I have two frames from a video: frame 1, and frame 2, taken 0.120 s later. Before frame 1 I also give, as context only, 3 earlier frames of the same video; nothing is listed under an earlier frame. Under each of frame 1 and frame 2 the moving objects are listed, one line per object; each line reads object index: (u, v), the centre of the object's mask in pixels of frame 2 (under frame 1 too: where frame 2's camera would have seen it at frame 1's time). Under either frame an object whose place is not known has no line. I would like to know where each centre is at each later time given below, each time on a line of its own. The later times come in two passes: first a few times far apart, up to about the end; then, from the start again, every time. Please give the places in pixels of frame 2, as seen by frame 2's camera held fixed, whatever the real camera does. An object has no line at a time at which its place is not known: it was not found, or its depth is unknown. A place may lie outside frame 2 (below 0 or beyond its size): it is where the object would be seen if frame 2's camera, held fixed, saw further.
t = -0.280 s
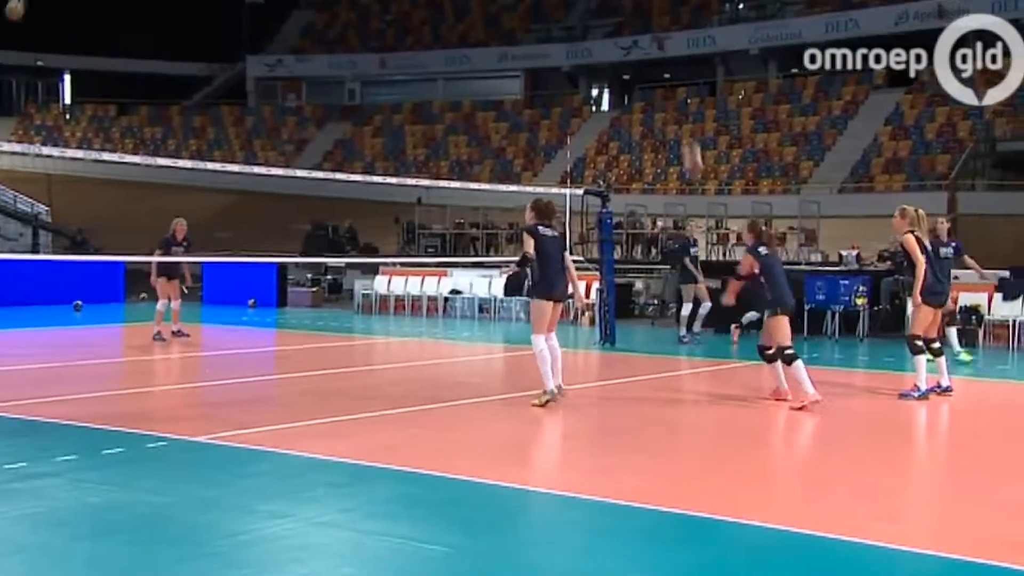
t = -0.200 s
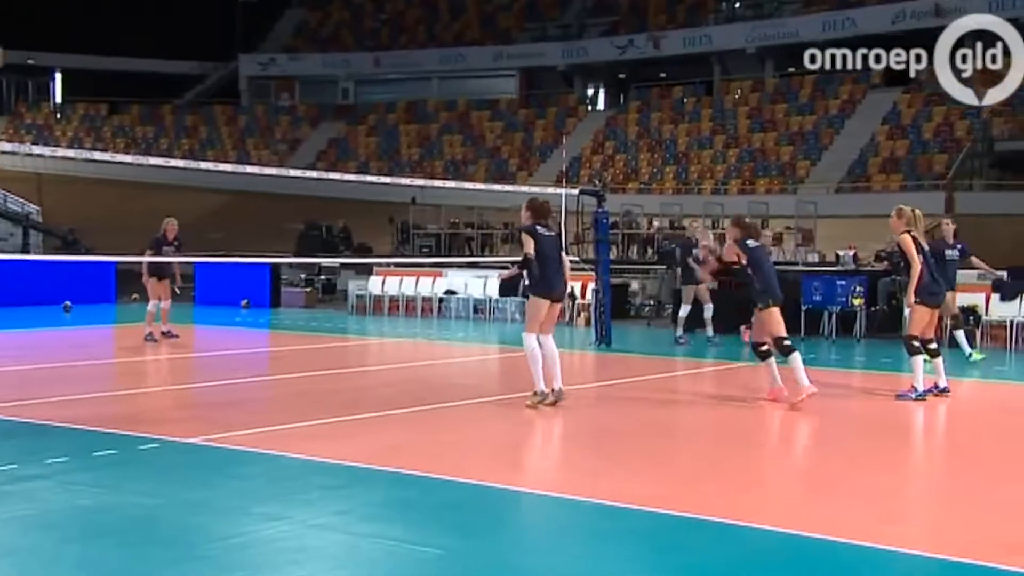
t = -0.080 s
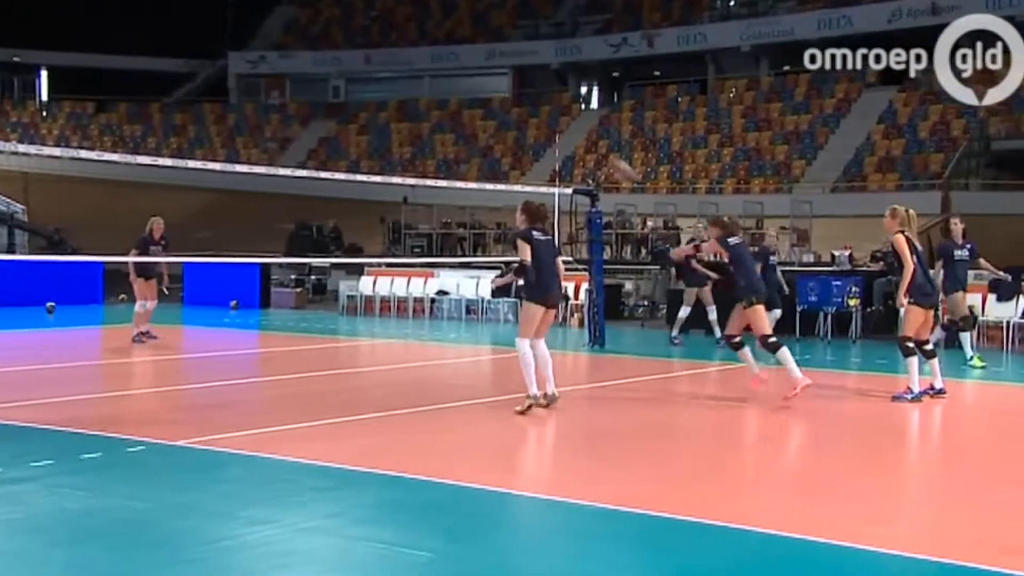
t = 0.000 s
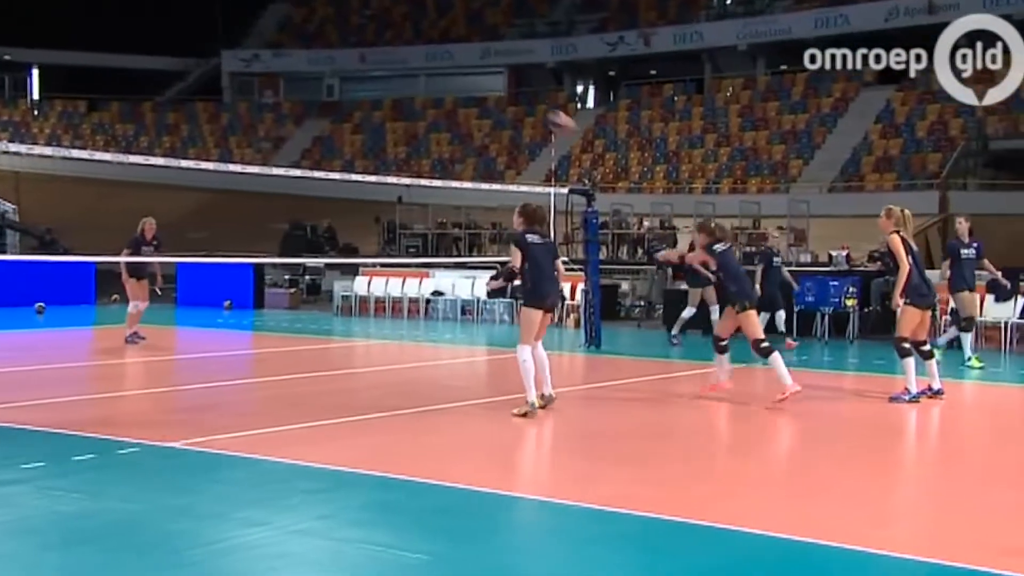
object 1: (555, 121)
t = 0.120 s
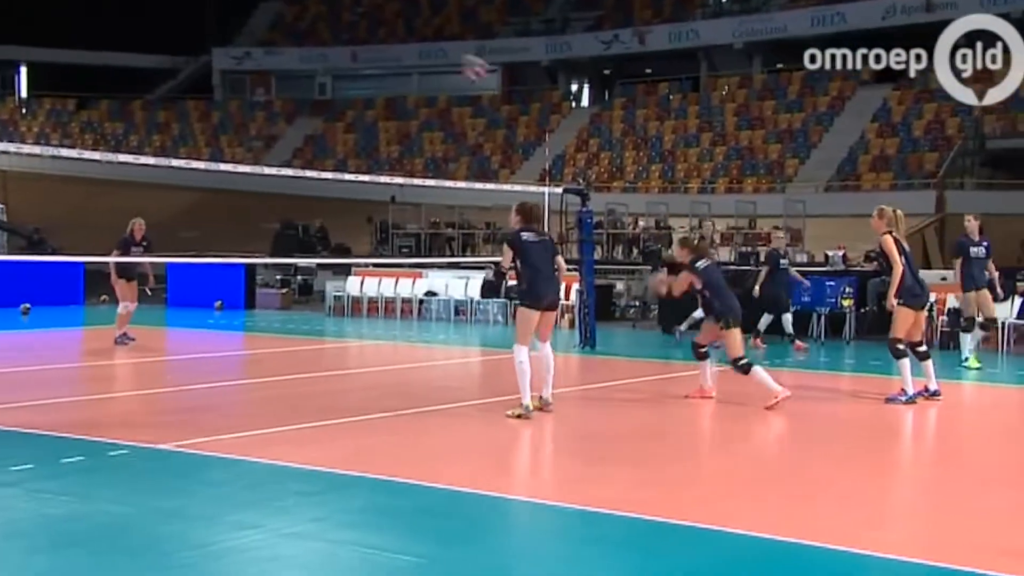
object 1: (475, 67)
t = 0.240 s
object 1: (400, 28)
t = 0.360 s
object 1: (327, 10)
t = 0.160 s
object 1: (450, 53)
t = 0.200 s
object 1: (425, 40)
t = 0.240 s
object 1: (400, 28)
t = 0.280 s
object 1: (376, 20)
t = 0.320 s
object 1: (350, 12)
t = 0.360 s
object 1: (327, 10)
